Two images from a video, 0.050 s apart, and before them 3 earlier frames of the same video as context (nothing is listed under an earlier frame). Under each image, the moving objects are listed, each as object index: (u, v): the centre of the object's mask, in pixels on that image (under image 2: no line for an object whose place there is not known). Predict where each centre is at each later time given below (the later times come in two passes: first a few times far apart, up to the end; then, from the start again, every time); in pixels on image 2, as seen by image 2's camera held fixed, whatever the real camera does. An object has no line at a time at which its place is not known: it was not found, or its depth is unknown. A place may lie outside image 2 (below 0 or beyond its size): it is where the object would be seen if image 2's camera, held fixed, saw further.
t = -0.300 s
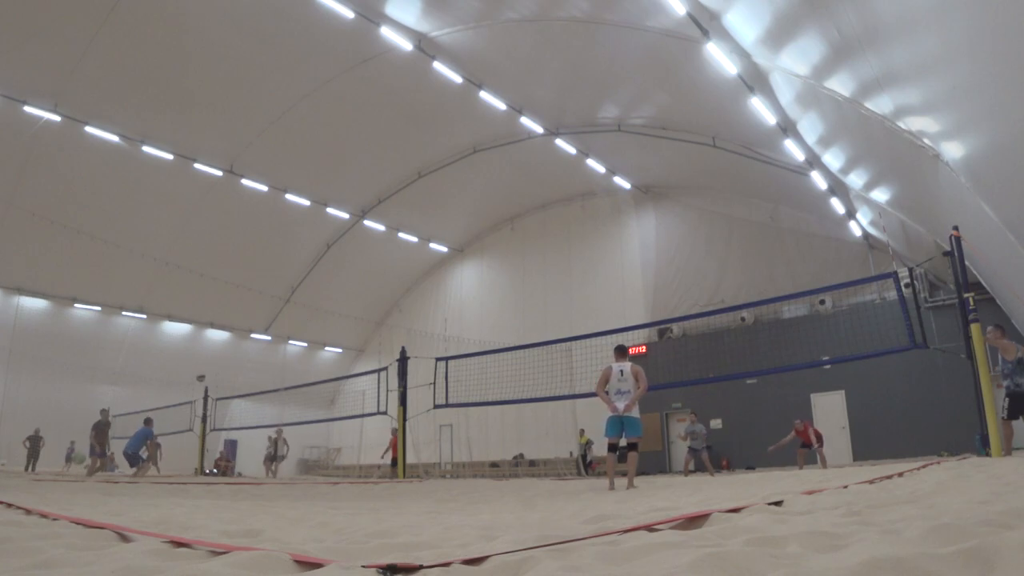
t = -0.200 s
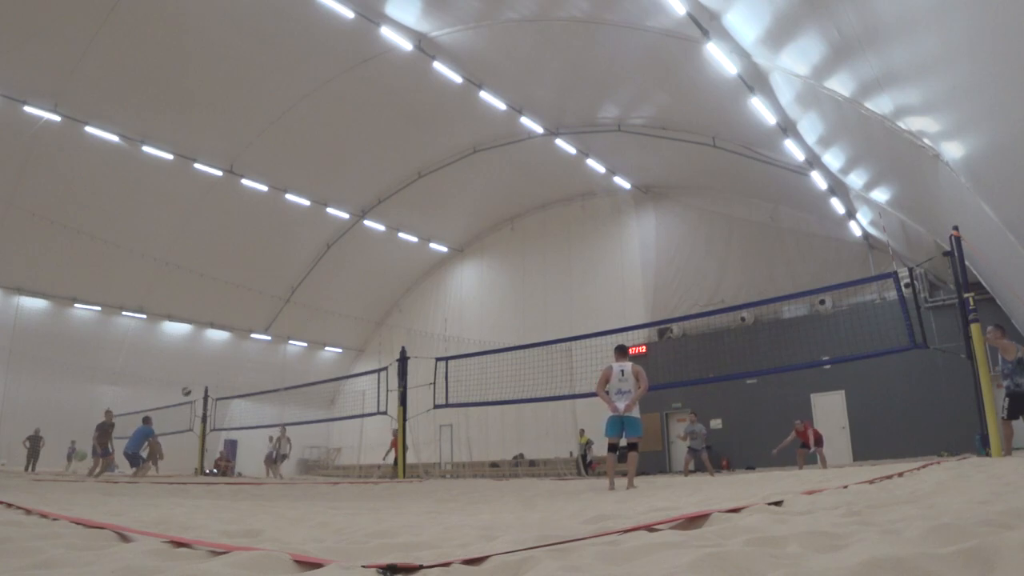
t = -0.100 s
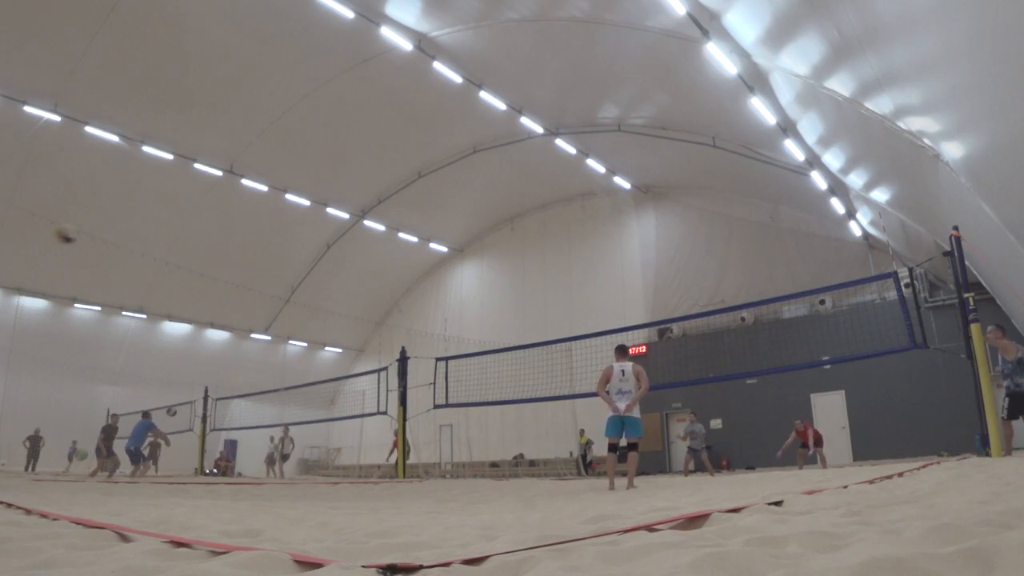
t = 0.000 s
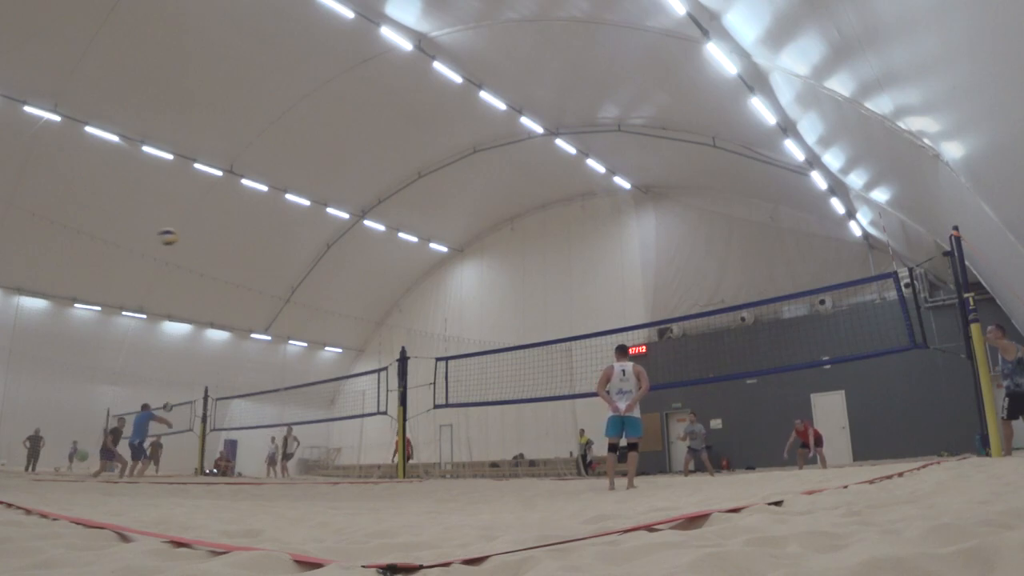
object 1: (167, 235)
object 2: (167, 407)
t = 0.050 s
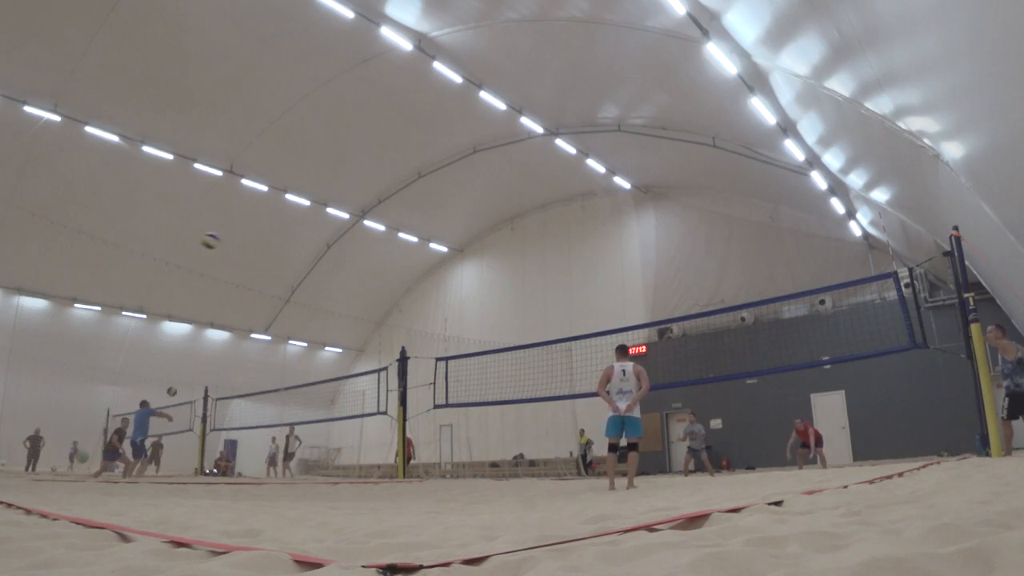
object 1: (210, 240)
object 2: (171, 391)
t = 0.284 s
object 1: (358, 276)
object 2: (188, 340)
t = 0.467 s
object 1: (435, 315)
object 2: (198, 320)
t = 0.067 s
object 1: (223, 242)
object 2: (172, 387)
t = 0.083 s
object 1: (236, 243)
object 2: (174, 382)
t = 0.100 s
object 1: (248, 246)
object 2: (175, 378)
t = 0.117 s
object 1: (260, 249)
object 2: (176, 373)
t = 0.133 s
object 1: (271, 251)
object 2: (177, 369)
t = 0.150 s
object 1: (283, 253)
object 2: (179, 365)
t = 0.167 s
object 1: (293, 254)
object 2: (180, 361)
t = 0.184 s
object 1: (304, 260)
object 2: (181, 358)
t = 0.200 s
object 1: (313, 261)
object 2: (182, 354)
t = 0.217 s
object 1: (323, 263)
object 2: (183, 351)
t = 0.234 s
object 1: (332, 267)
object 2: (185, 348)
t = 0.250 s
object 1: (341, 270)
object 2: (186, 345)
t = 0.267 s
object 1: (349, 273)
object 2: (187, 342)
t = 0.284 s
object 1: (358, 276)
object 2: (188, 340)
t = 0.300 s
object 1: (366, 280)
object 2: (189, 337)
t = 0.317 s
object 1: (374, 283)
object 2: (190, 335)
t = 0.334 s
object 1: (382, 286)
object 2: (191, 333)
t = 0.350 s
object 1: (389, 290)
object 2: (192, 331)
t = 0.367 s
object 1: (396, 293)
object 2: (193, 329)
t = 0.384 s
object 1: (403, 296)
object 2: (194, 327)
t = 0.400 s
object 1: (410, 300)
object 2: (194, 326)
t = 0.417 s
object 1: (416, 304)
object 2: (195, 325)
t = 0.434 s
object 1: (423, 308)
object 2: (196, 323)
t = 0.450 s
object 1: (429, 312)
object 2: (197, 322)
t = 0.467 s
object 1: (435, 315)
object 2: (198, 320)
